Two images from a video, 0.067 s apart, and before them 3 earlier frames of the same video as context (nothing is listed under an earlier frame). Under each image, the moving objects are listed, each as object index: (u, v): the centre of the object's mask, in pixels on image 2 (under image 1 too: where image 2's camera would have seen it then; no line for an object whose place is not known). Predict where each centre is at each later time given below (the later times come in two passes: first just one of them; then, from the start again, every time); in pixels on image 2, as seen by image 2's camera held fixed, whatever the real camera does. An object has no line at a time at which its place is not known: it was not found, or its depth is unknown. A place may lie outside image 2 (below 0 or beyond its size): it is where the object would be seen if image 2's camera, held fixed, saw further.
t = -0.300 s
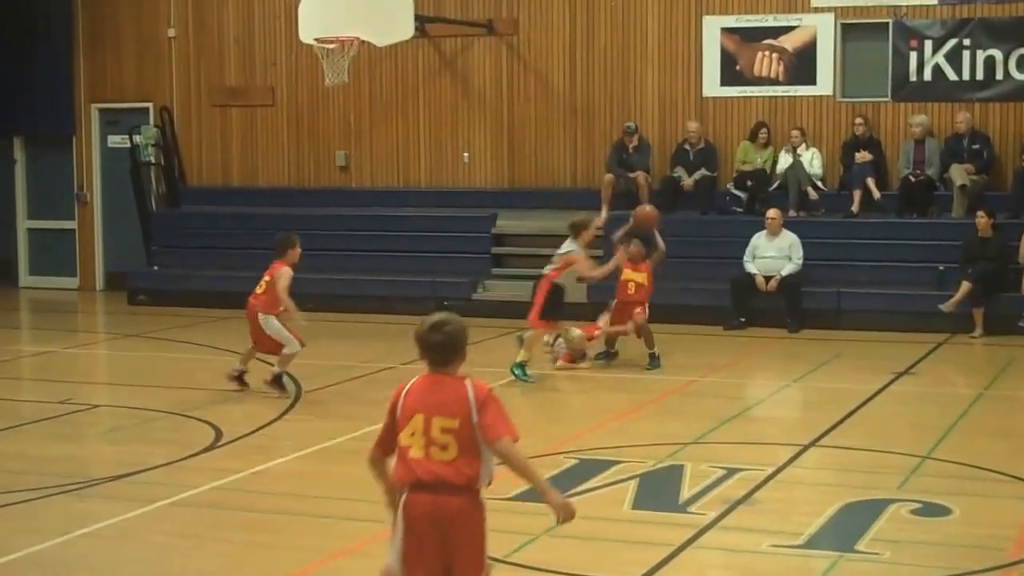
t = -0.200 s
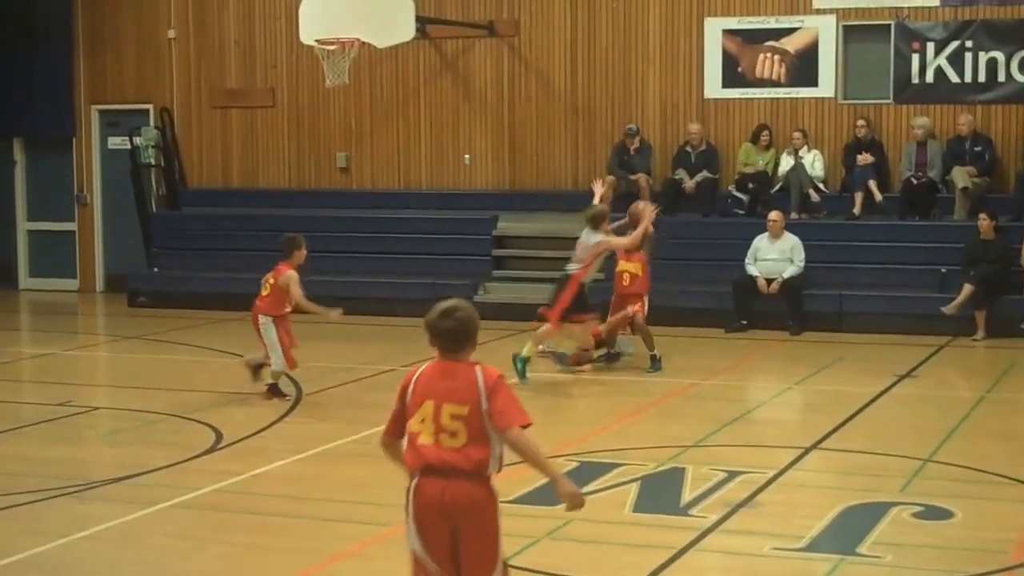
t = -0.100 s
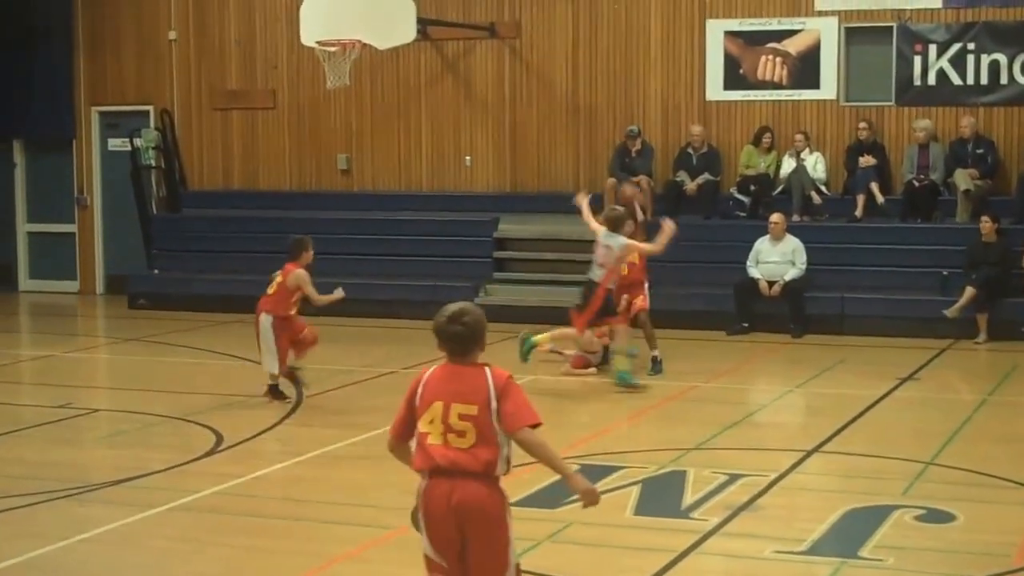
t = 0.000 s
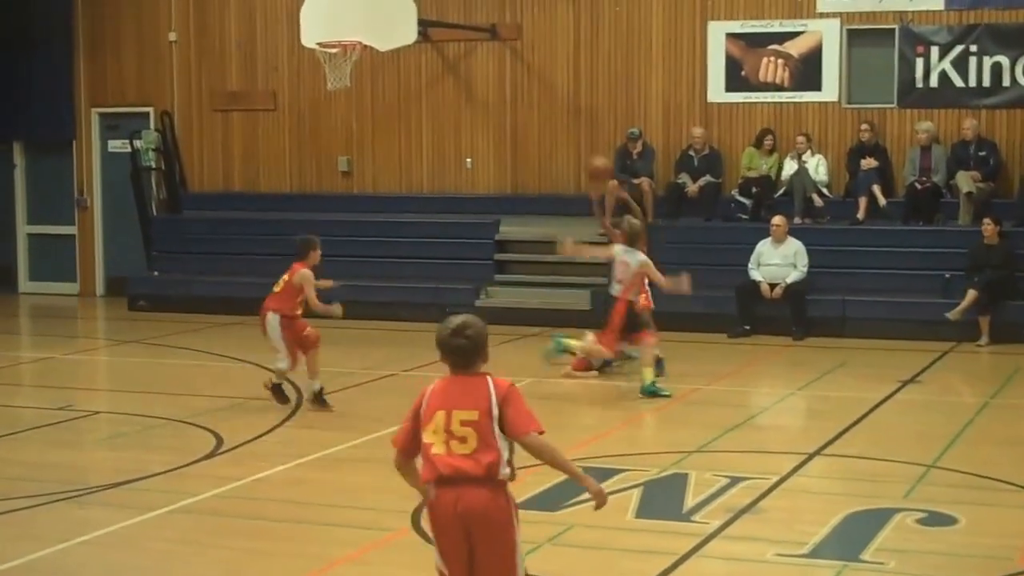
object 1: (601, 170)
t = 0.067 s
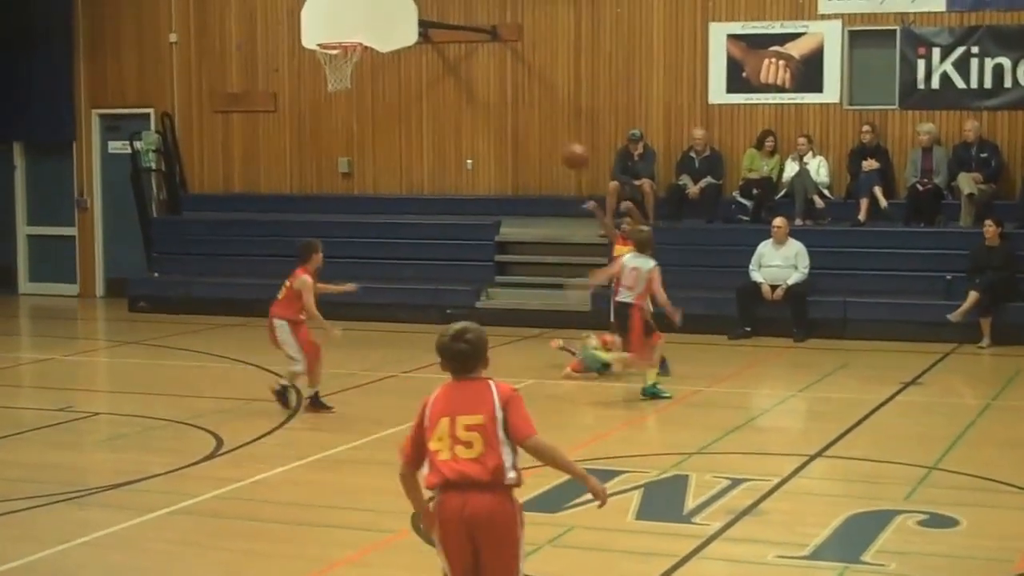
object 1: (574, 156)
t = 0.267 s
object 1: (496, 146)
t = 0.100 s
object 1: (562, 151)
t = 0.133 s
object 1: (550, 149)
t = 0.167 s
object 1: (537, 146)
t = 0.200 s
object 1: (523, 144)
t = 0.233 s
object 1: (510, 145)
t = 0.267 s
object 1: (496, 146)
